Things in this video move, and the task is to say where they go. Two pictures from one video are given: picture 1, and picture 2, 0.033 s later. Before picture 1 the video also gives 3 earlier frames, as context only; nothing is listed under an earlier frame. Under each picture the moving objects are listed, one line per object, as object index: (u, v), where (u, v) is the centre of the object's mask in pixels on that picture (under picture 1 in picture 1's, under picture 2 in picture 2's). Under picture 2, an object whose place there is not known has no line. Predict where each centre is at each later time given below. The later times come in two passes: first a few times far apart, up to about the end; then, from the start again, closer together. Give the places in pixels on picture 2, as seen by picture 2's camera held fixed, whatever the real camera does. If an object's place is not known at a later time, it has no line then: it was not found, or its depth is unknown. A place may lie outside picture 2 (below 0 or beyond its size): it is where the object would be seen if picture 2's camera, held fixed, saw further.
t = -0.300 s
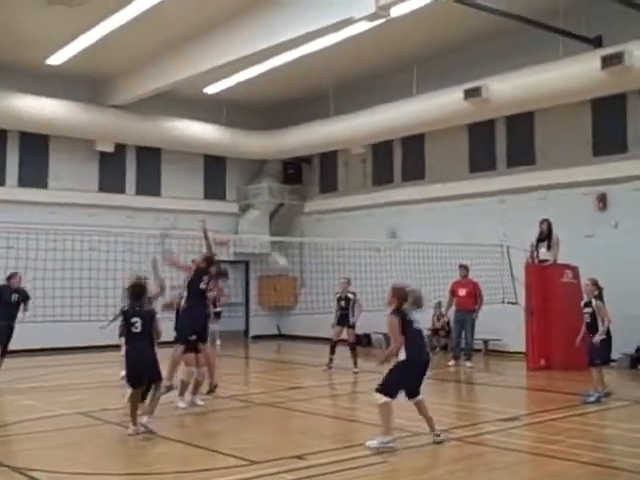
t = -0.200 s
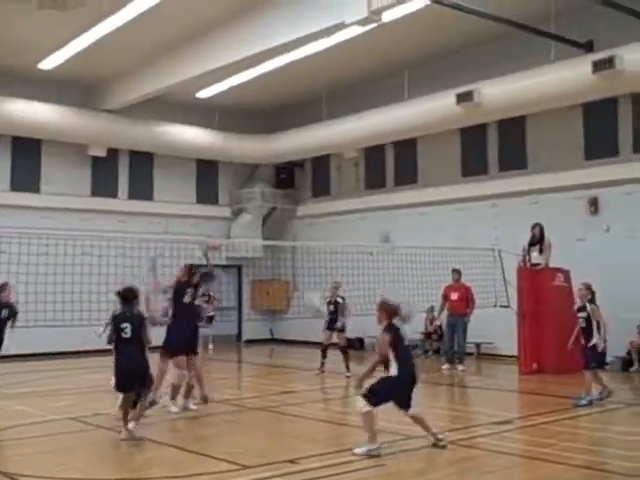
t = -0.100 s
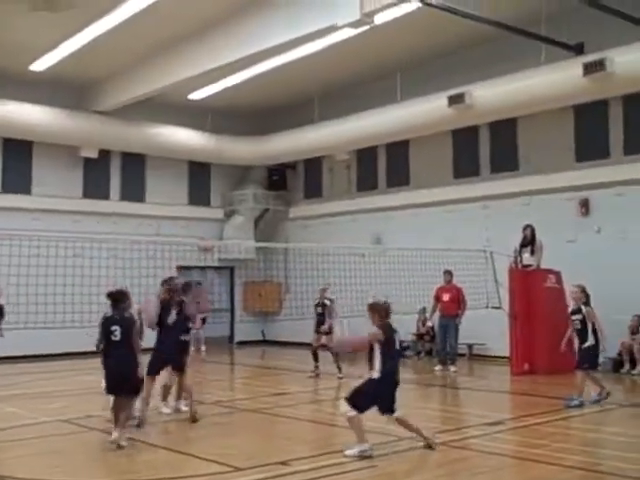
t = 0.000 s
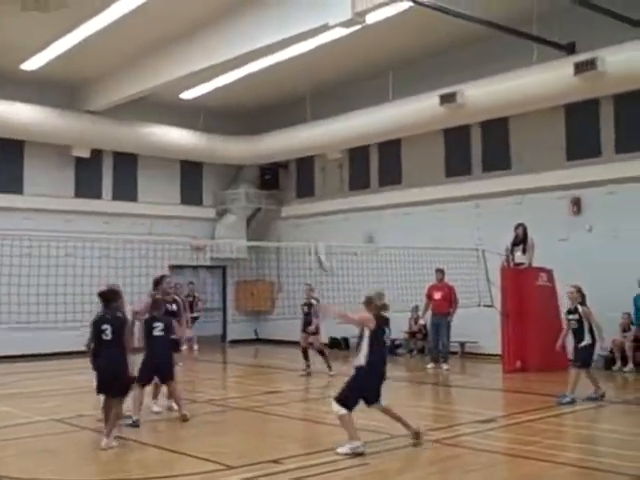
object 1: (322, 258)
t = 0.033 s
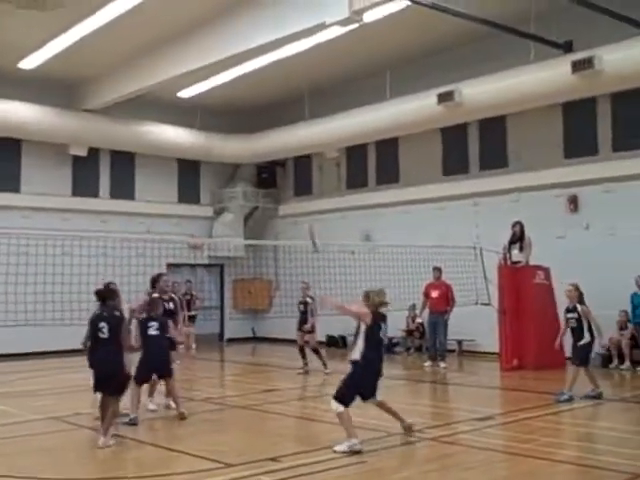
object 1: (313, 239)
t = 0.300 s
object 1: (284, 100)
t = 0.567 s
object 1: (255, 28)
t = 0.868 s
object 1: (226, 27)
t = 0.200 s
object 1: (298, 143)
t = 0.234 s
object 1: (291, 125)
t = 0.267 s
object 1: (288, 107)
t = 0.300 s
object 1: (284, 100)
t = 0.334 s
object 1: (280, 88)
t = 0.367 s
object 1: (277, 72)
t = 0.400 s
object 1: (276, 65)
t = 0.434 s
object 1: (270, 54)
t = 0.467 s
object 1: (266, 47)
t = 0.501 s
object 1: (260, 39)
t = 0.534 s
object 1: (258, 36)
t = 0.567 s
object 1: (255, 28)
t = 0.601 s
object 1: (251, 22)
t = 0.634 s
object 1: (247, 20)
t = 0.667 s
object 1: (244, 18)
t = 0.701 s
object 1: (241, 17)
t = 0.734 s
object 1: (239, 18)
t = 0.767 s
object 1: (236, 19)
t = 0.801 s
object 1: (232, 21)
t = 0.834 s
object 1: (229, 24)
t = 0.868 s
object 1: (226, 27)
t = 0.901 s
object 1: (222, 32)
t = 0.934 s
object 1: (219, 37)
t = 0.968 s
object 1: (216, 46)
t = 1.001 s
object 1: (215, 50)
